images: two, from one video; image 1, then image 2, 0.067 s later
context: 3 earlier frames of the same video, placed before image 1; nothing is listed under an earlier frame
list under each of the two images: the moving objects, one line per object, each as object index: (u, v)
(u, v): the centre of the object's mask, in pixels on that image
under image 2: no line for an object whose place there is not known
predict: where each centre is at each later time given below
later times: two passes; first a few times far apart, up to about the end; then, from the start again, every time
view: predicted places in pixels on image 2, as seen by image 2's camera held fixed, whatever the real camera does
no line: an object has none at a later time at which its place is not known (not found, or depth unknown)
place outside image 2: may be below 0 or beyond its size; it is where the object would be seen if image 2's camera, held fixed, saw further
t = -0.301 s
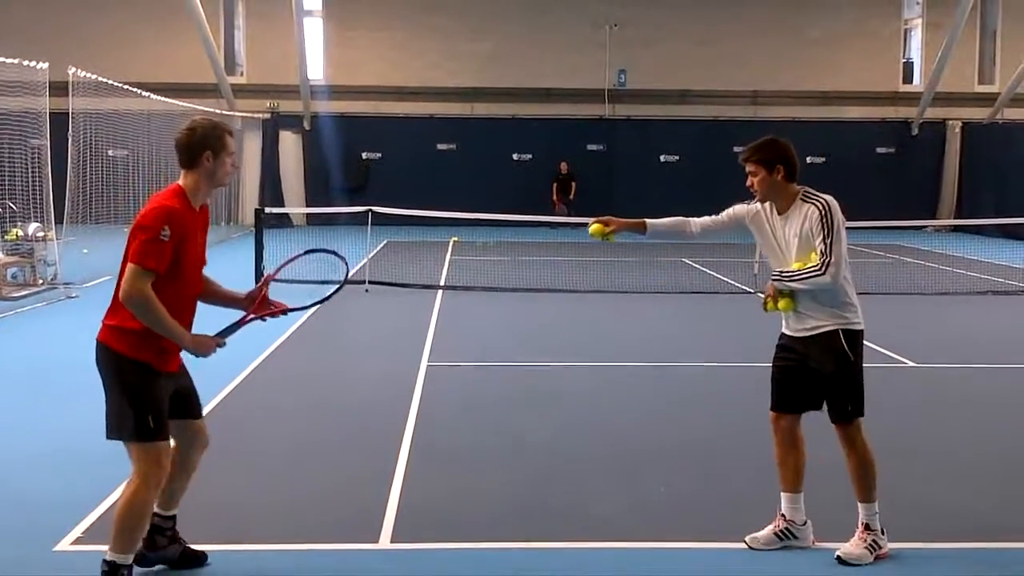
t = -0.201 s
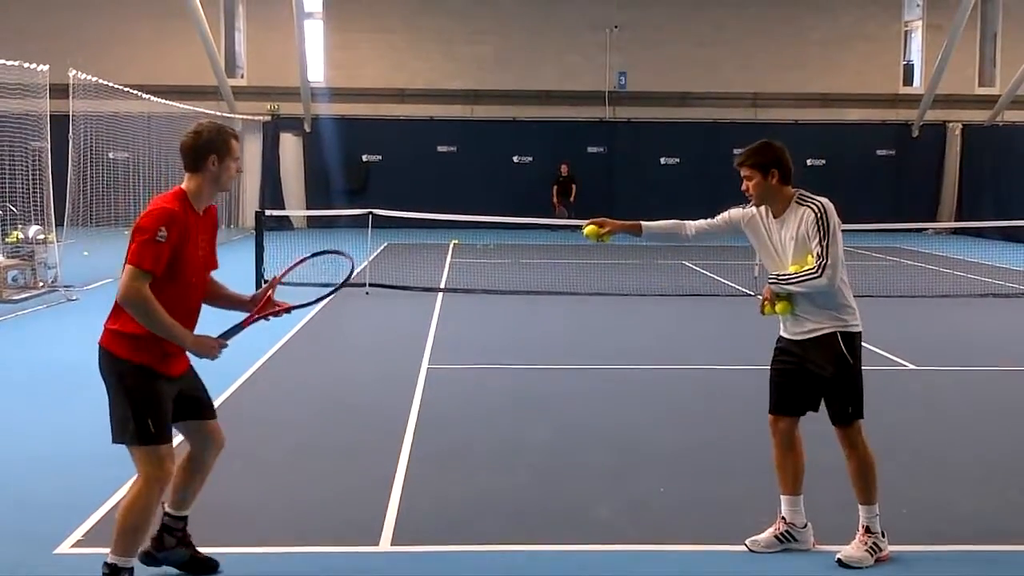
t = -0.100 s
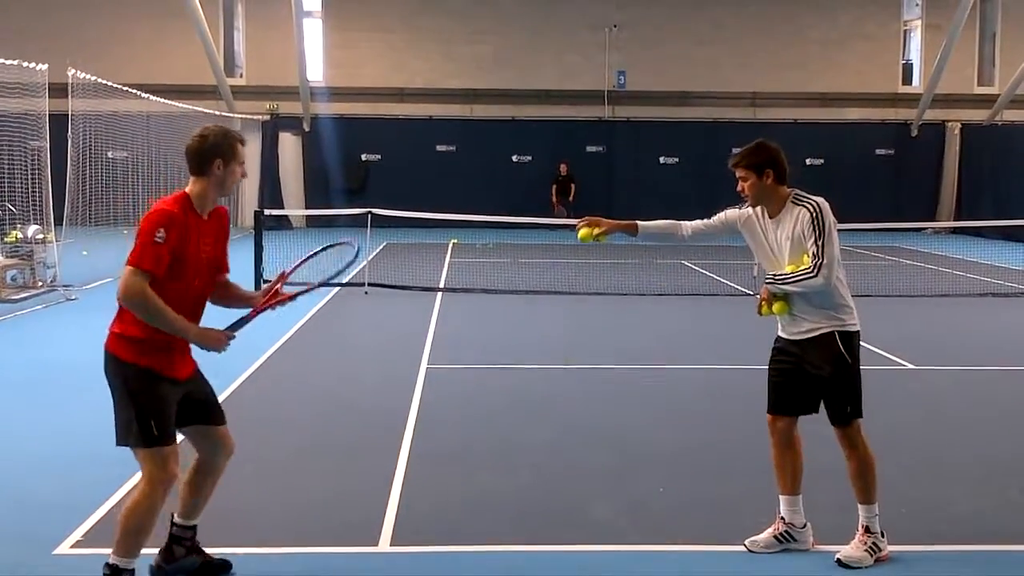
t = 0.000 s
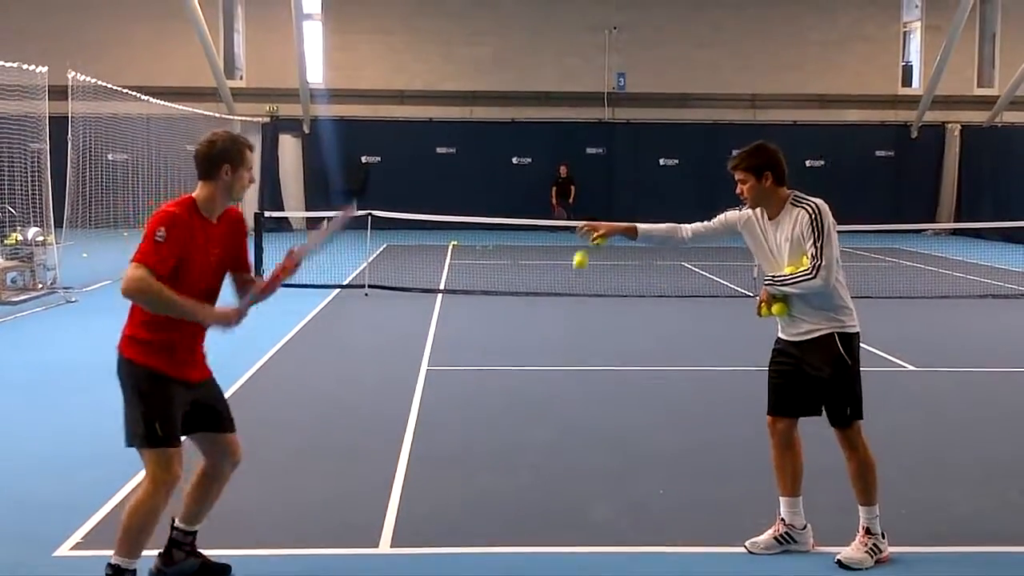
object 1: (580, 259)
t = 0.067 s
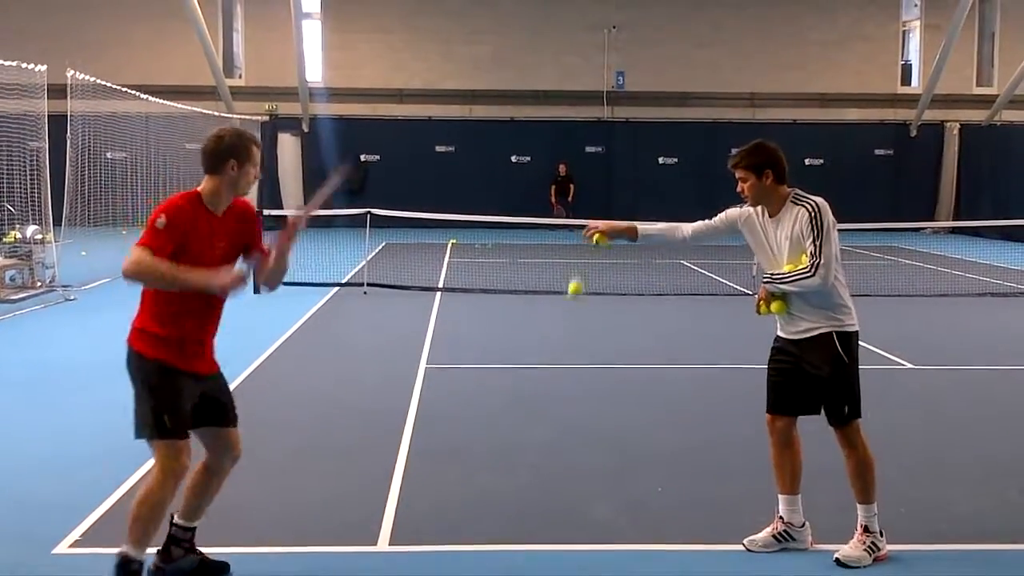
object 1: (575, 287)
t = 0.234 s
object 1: (566, 406)
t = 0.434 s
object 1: (556, 477)
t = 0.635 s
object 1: (552, 365)
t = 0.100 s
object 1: (572, 307)
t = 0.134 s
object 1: (570, 329)
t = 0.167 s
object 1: (569, 351)
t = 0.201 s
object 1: (567, 380)
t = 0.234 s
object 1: (566, 406)
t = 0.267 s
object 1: (563, 439)
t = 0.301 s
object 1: (561, 473)
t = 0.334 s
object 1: (559, 511)
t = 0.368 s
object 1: (557, 529)
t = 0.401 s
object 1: (556, 500)
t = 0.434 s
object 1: (556, 477)
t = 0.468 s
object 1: (555, 452)
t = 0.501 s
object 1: (555, 432)
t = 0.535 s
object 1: (554, 414)
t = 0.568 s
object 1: (553, 398)
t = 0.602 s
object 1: (553, 385)
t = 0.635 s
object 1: (552, 365)
